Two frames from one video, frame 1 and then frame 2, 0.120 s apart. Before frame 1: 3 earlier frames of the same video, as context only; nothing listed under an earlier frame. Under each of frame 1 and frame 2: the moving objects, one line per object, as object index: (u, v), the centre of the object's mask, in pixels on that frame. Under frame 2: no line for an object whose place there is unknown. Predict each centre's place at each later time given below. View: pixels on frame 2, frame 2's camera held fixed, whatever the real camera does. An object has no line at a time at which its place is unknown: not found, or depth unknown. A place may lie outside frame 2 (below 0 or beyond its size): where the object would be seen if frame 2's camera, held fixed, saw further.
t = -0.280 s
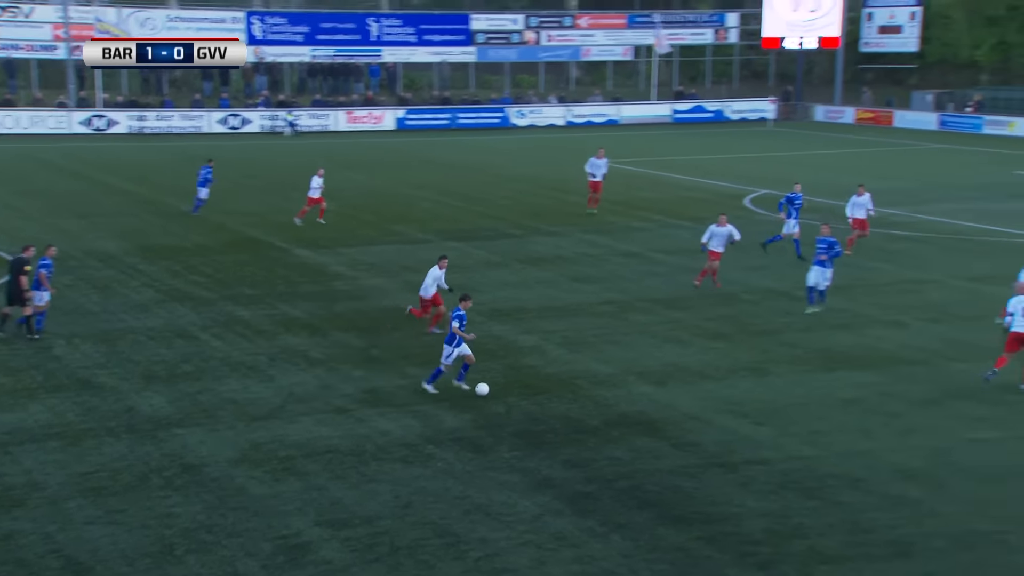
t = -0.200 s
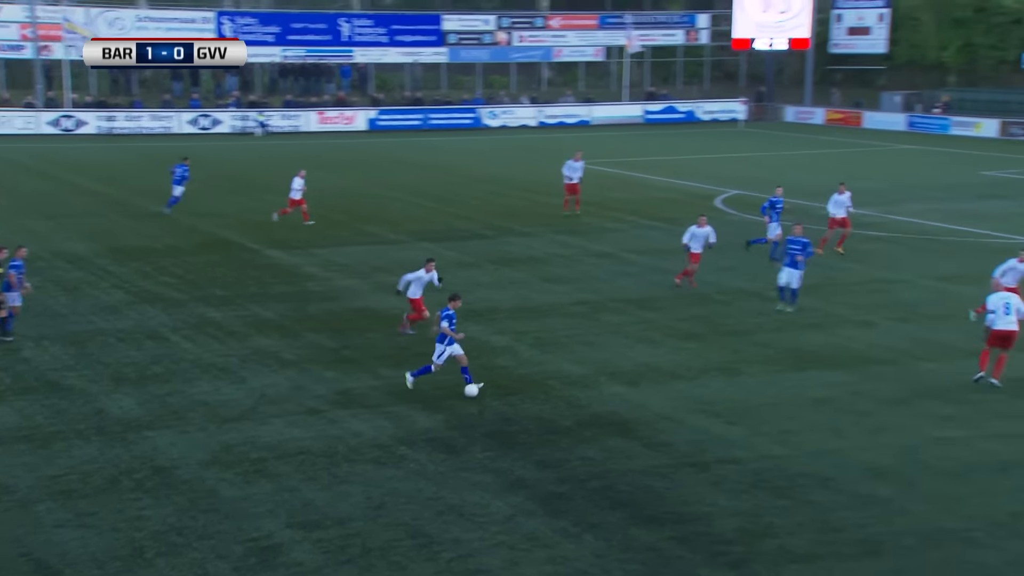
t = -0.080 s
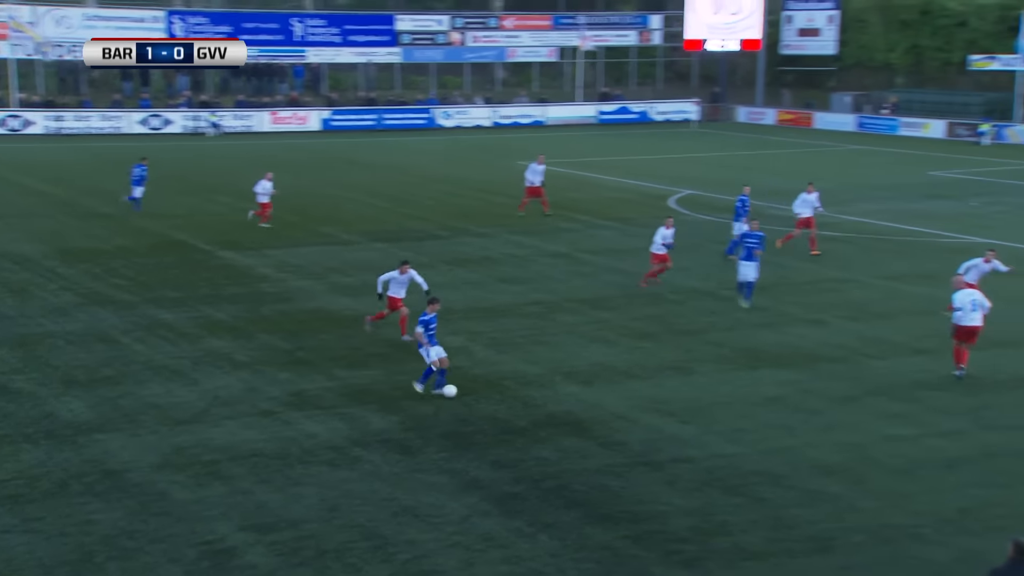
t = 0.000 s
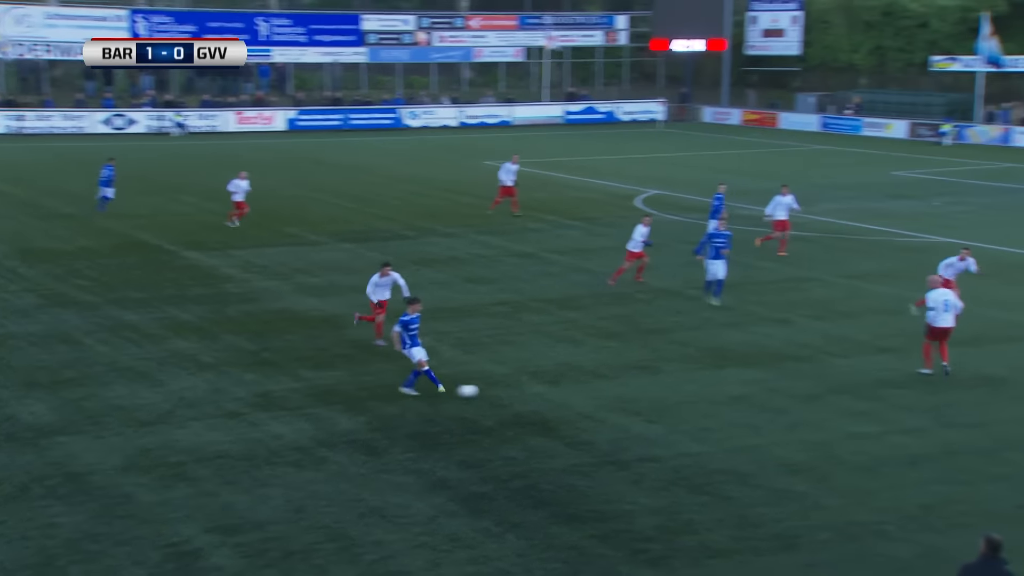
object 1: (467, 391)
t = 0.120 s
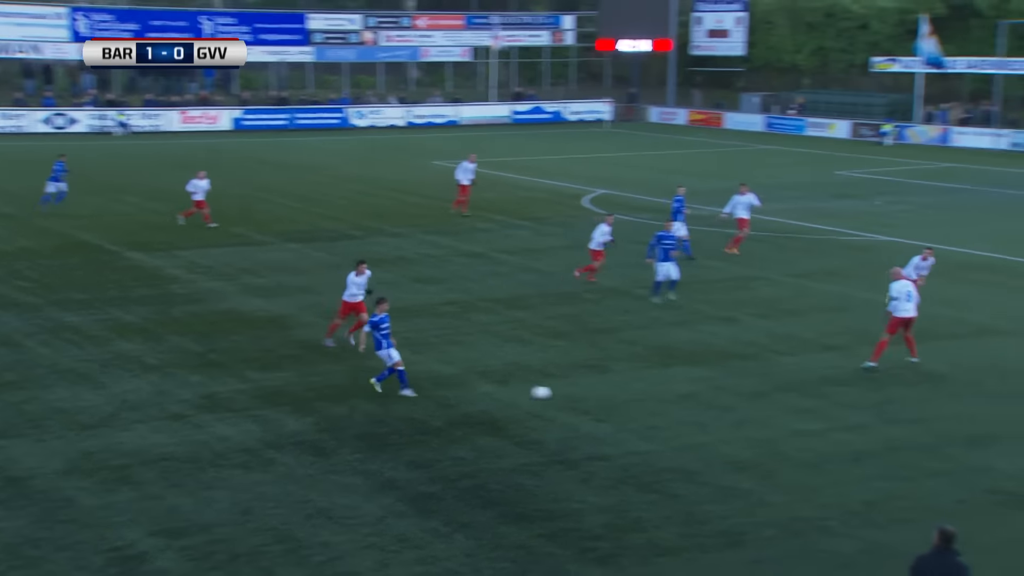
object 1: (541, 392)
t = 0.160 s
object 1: (581, 392)
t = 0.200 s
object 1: (620, 392)
